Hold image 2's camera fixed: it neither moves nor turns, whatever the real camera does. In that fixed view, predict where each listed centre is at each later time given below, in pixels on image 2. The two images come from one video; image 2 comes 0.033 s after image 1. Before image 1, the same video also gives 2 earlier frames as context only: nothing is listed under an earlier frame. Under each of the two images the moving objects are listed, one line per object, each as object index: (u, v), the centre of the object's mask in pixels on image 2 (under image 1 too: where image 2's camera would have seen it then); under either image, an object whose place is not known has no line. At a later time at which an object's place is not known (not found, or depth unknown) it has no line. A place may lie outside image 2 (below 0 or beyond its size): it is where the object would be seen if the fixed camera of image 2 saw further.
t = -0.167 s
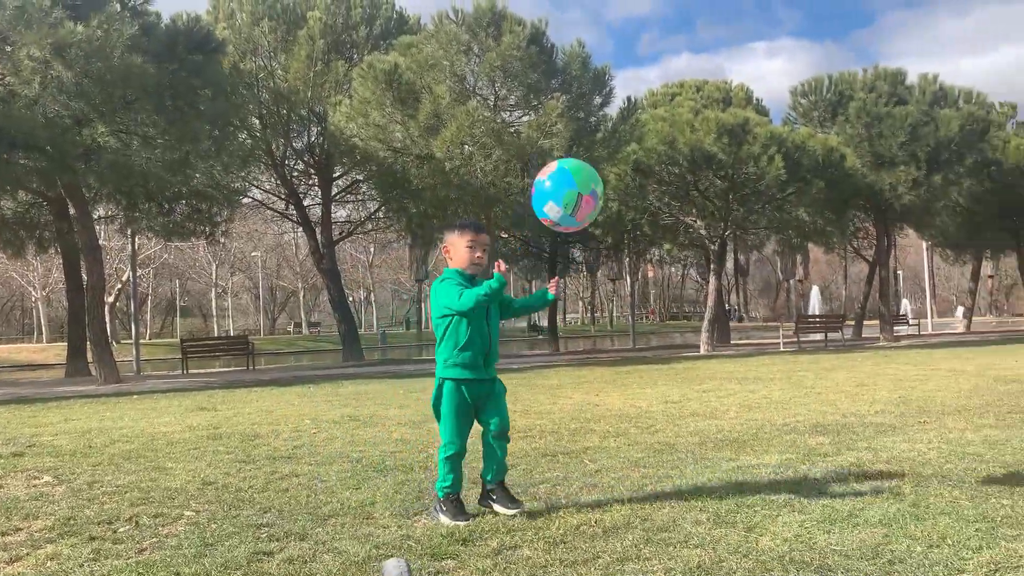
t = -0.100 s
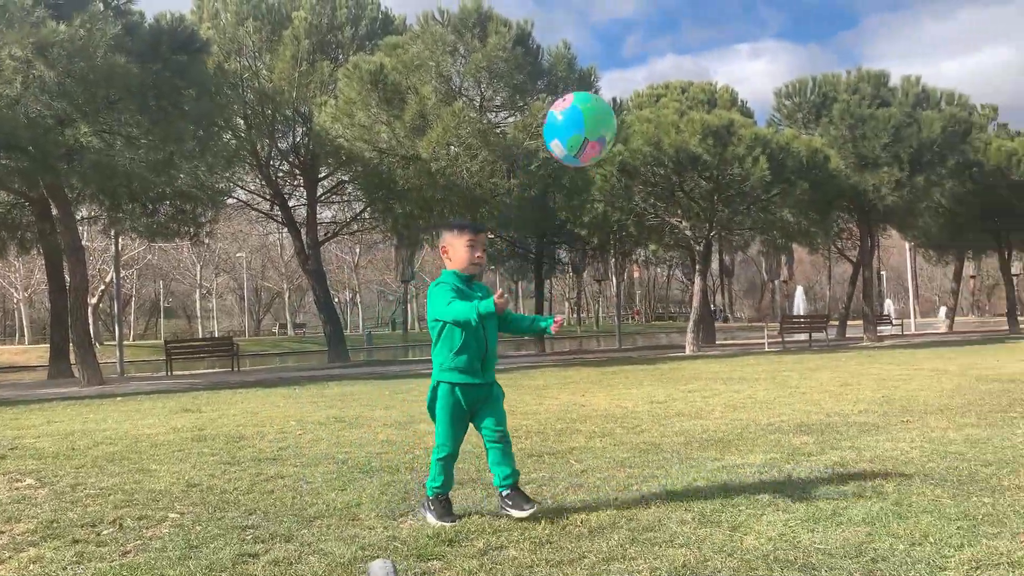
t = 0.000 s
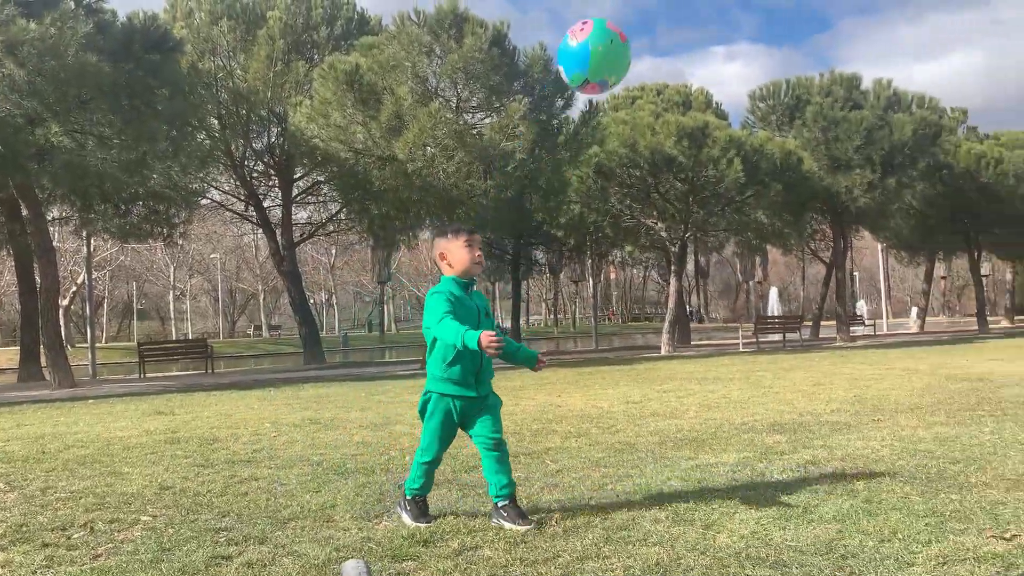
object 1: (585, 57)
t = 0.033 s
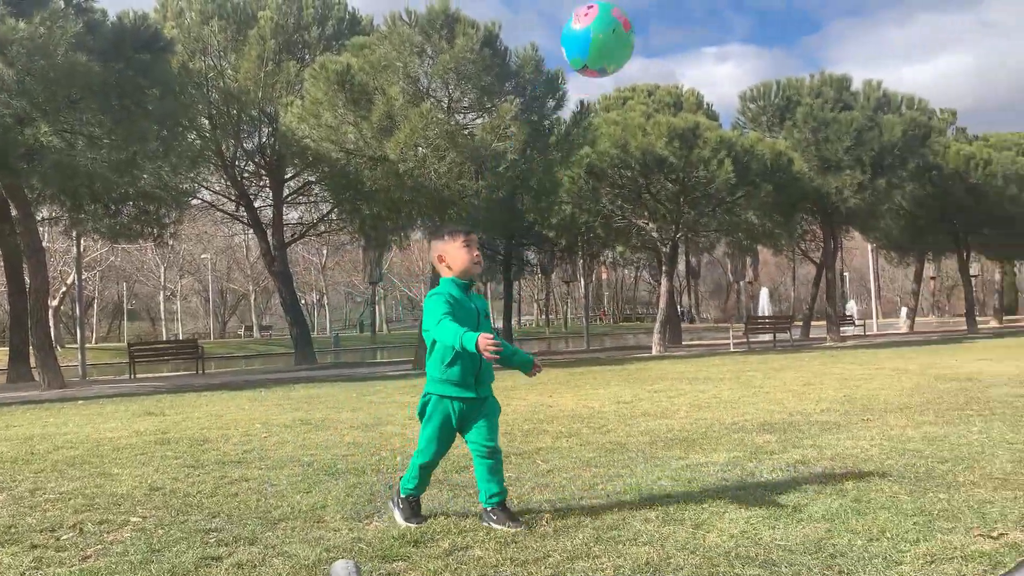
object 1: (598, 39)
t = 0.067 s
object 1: (610, 29)
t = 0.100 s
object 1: (623, 23)
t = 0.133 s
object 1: (636, 19)
